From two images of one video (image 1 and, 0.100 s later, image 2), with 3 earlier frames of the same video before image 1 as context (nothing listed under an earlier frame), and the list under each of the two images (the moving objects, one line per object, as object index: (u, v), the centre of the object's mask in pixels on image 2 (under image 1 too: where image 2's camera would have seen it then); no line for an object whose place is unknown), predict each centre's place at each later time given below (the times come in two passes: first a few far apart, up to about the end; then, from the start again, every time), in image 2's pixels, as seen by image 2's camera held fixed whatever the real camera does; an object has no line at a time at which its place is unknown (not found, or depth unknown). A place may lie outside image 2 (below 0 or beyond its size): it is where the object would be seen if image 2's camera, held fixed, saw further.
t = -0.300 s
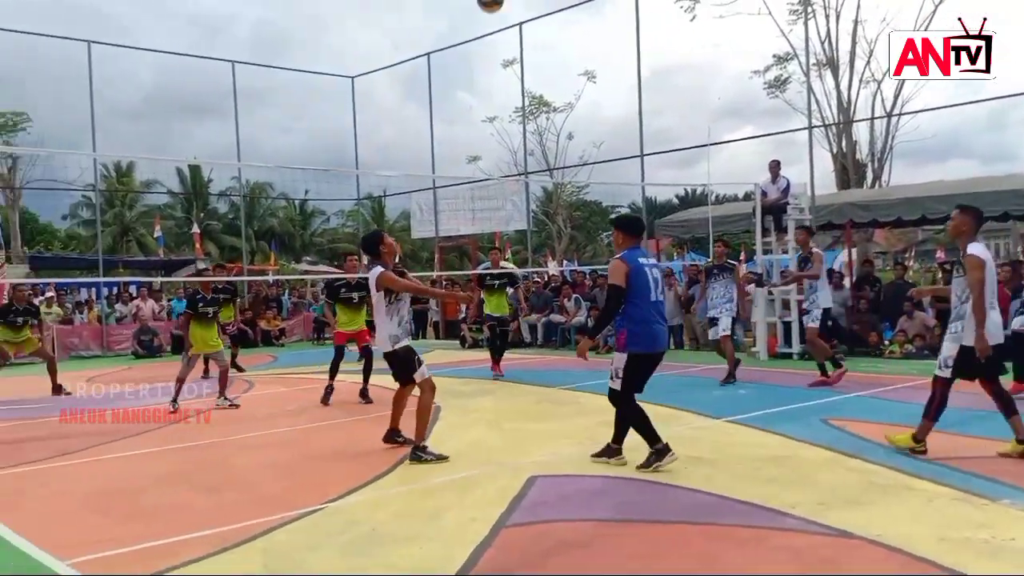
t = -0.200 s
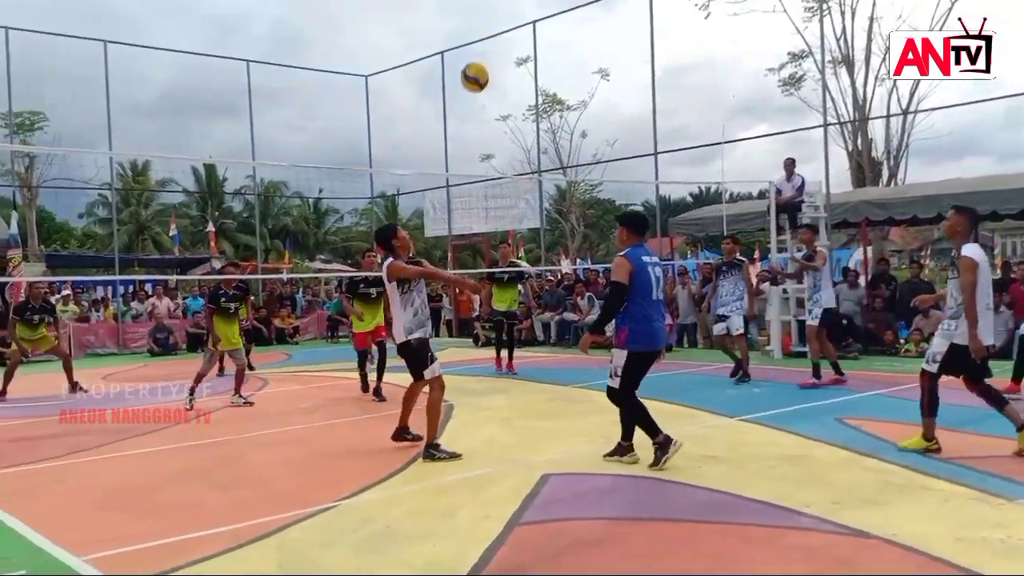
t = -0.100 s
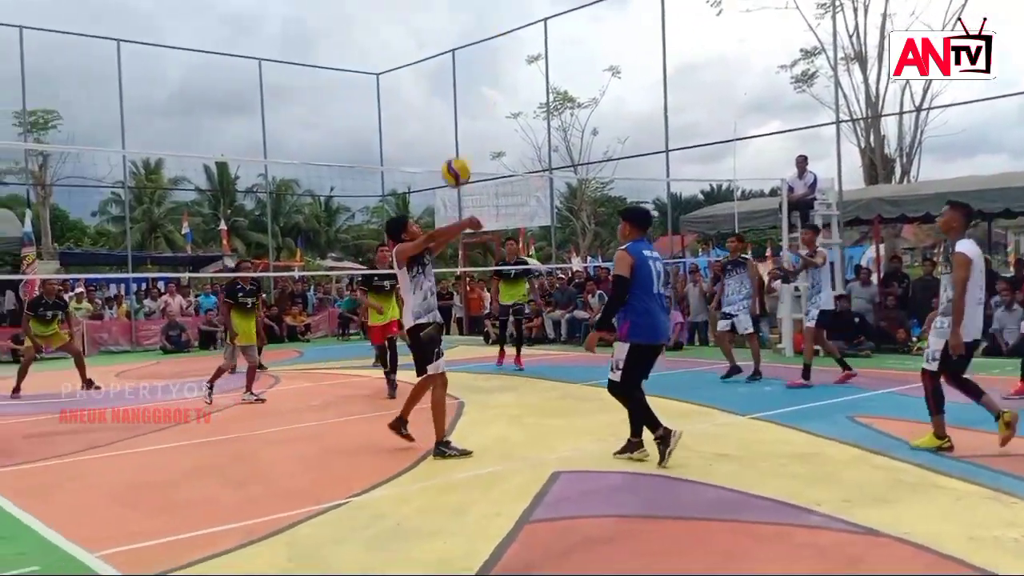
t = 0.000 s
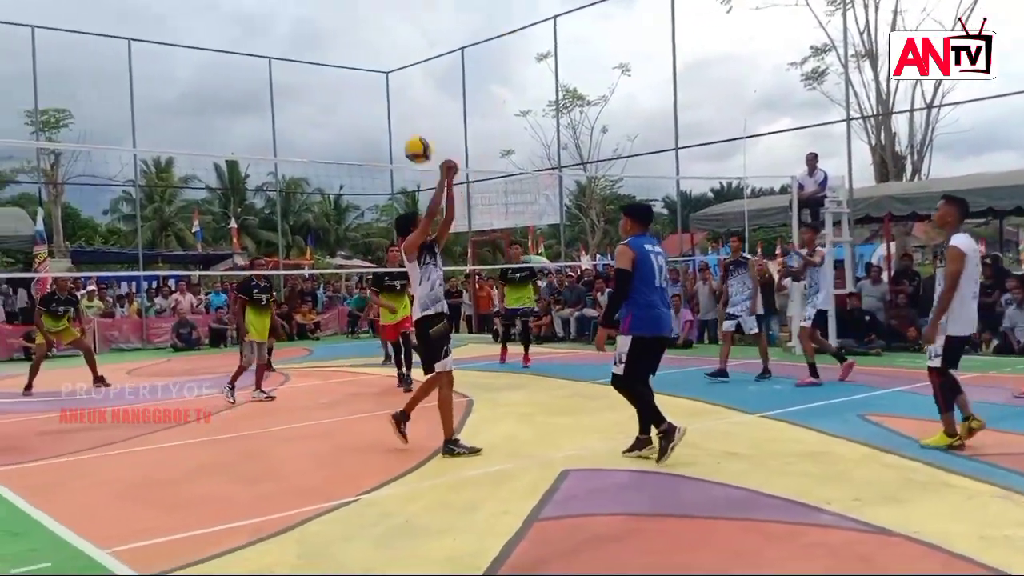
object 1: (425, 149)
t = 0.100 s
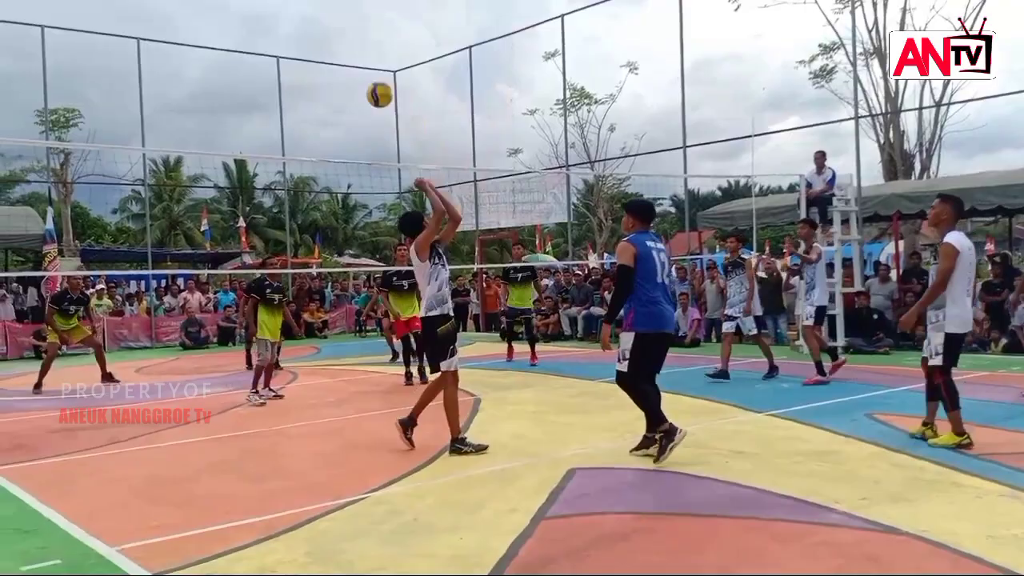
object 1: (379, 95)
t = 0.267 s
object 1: (316, 45)
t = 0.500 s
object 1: (250, 39)
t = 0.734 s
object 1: (201, 85)
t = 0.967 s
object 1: (167, 166)
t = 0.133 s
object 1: (365, 80)
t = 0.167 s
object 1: (352, 69)
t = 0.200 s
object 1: (339, 59)
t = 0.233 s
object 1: (327, 51)
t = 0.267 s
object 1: (316, 45)
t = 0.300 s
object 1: (305, 39)
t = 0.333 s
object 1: (294, 36)
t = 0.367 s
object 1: (284, 34)
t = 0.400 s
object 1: (275, 33)
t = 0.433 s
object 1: (267, 33)
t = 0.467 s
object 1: (258, 36)
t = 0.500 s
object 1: (250, 39)
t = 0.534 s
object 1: (242, 42)
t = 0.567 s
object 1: (235, 47)
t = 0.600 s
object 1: (228, 53)
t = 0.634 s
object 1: (221, 61)
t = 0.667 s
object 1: (215, 68)
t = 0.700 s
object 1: (208, 77)
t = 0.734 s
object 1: (201, 85)
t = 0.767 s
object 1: (197, 96)
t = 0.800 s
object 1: (191, 106)
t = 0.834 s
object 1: (186, 117)
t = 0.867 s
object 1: (180, 130)
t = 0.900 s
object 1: (175, 141)
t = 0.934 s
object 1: (172, 155)
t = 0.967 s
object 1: (167, 166)
